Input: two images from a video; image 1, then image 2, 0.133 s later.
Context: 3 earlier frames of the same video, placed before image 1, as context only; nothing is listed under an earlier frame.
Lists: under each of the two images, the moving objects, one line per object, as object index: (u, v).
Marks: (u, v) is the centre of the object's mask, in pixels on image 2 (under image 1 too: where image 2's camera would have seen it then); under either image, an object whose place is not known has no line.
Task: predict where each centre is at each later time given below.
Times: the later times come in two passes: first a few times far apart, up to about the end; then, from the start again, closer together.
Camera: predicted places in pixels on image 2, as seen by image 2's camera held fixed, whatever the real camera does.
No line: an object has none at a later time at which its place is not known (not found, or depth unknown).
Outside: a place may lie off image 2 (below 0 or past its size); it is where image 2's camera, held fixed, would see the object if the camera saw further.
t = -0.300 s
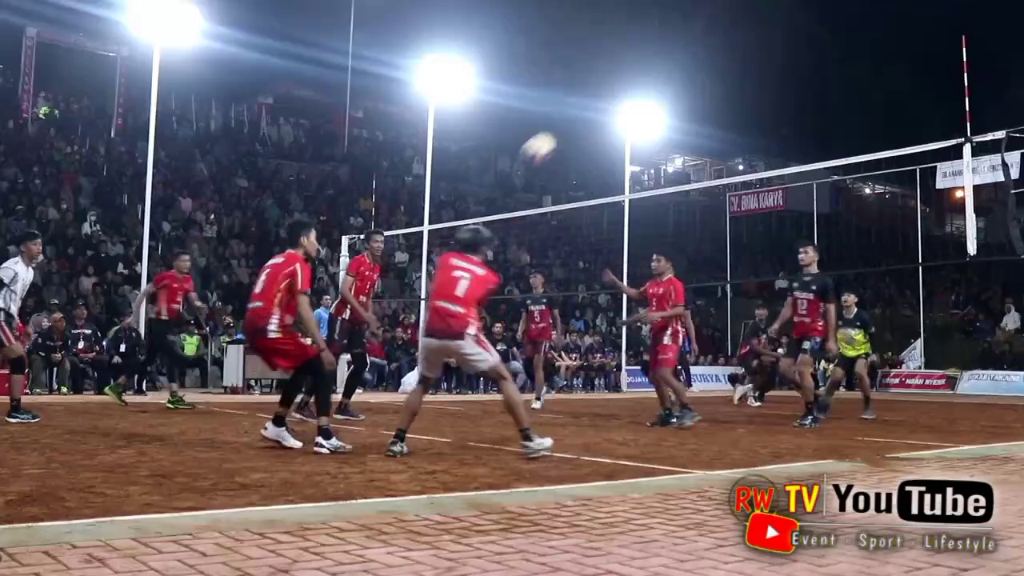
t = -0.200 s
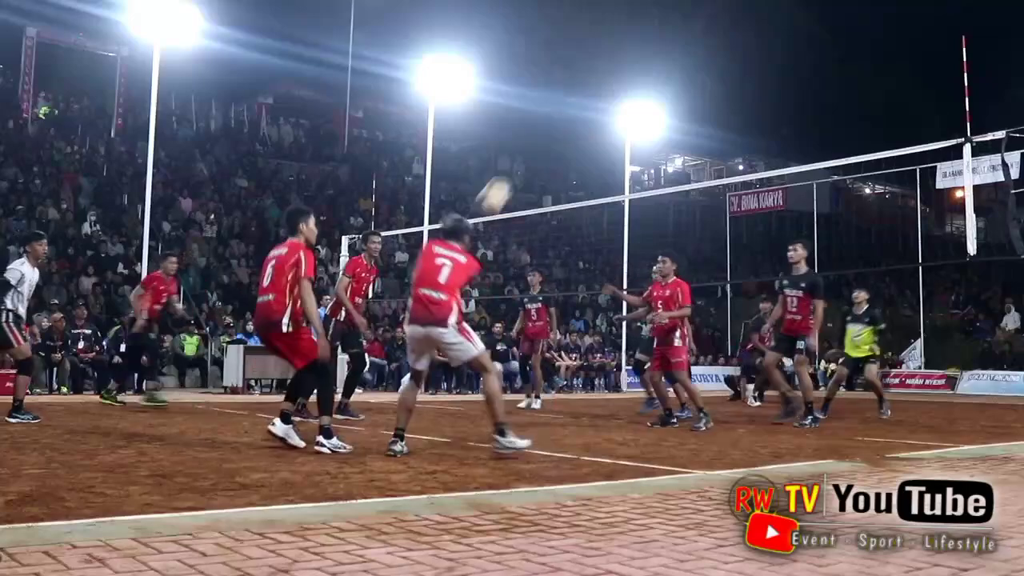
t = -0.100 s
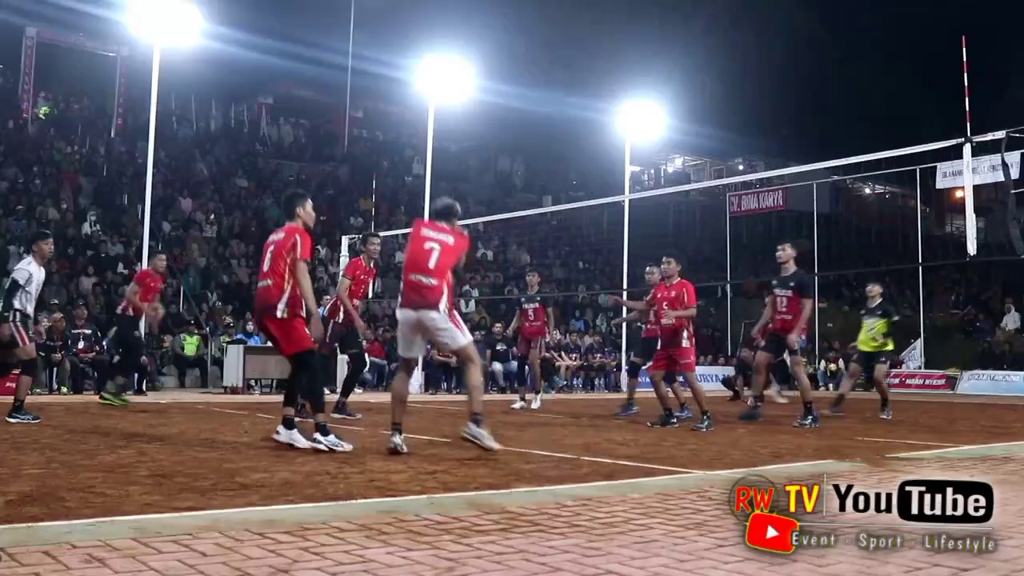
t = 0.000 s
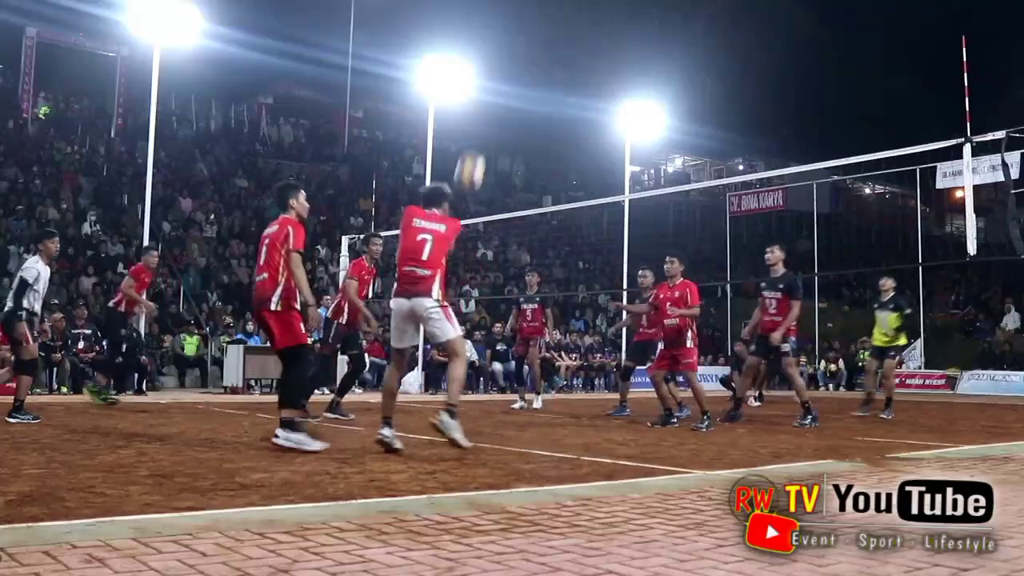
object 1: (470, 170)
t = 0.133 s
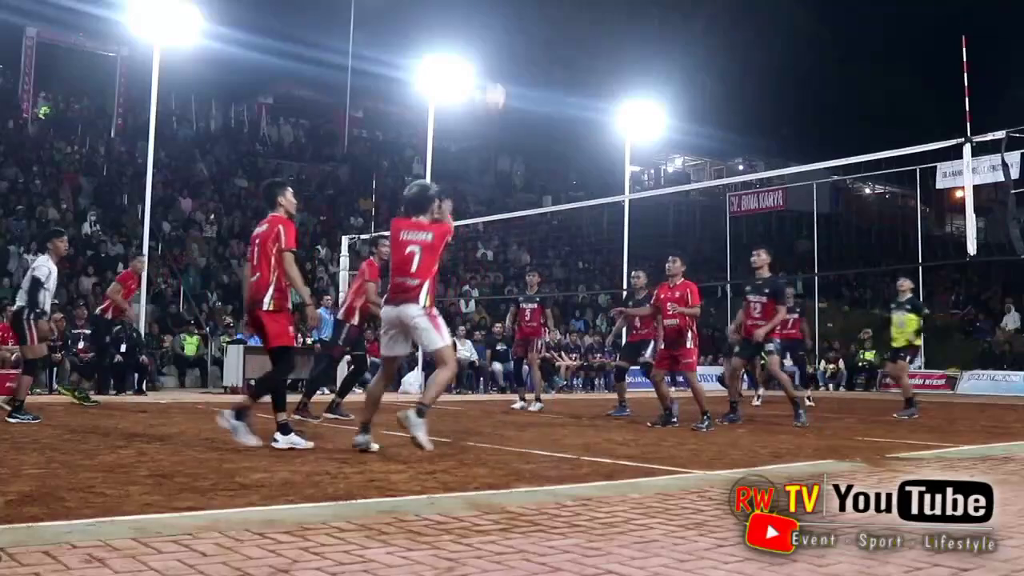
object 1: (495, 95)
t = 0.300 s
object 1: (513, 46)
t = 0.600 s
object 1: (546, 39)
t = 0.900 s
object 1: (571, 120)
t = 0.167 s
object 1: (497, 82)
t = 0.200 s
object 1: (500, 71)
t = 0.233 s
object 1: (504, 62)
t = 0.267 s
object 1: (509, 52)
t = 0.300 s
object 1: (513, 46)
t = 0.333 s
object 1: (517, 40)
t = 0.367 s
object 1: (521, 36)
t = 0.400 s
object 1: (525, 33)
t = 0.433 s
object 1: (529, 31)
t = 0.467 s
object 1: (532, 30)
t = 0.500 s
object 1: (536, 31)
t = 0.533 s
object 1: (539, 32)
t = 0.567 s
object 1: (542, 35)
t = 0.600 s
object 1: (546, 39)
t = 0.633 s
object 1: (549, 44)
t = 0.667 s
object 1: (552, 50)
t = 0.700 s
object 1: (555, 57)
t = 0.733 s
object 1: (557, 65)
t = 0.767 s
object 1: (560, 74)
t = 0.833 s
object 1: (565, 94)
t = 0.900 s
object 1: (571, 120)
